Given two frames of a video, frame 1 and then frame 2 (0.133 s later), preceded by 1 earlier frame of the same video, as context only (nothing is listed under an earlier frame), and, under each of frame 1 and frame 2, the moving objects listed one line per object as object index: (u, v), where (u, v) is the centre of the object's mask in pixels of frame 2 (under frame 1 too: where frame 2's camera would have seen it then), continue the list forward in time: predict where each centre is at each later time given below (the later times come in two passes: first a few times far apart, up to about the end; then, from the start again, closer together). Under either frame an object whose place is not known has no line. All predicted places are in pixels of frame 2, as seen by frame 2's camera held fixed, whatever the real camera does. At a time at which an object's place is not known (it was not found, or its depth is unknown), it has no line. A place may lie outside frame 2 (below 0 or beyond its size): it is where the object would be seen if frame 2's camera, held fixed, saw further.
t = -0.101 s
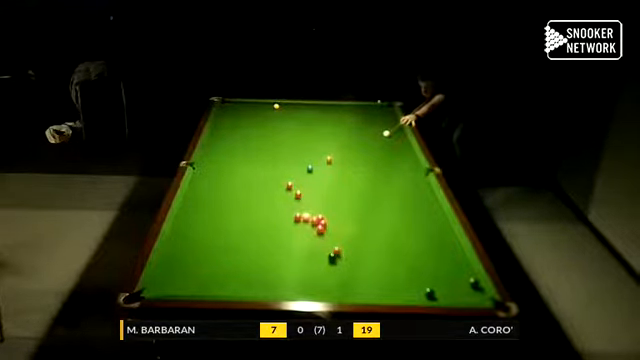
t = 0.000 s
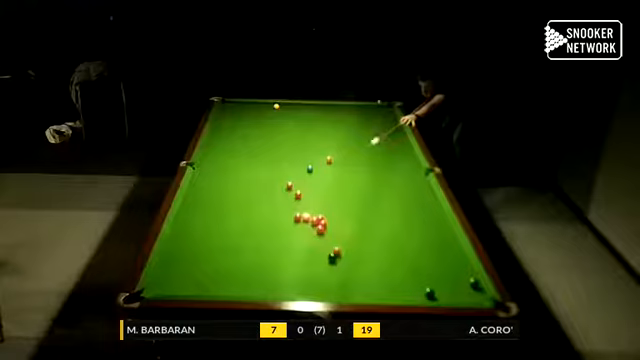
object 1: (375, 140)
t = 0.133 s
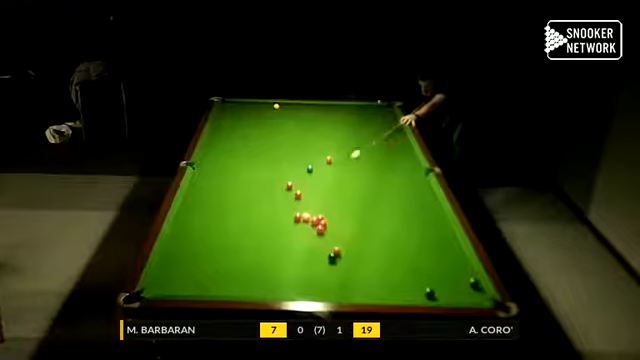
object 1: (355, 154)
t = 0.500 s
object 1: (303, 190)
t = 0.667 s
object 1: (298, 194)
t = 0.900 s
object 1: (288, 200)
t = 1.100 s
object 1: (279, 206)
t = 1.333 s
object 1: (270, 213)
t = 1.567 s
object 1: (260, 221)
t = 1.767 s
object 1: (251, 227)
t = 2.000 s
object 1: (241, 234)
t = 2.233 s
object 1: (232, 241)
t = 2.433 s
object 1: (224, 247)
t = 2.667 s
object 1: (215, 253)
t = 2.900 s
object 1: (205, 260)
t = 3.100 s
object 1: (198, 265)
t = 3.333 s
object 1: (189, 271)
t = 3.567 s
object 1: (181, 277)
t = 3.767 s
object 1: (175, 282)
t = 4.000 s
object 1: (169, 287)
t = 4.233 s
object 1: (162, 290)
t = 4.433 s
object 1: (158, 290)
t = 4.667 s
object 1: (155, 289)
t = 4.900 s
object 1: (153, 288)
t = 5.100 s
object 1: (151, 287)
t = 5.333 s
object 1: (152, 287)
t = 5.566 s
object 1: (152, 287)
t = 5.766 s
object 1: (152, 287)
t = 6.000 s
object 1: (152, 287)
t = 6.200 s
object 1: (152, 287)
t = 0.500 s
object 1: (303, 190)
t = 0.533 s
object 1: (302, 191)
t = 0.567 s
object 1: (301, 192)
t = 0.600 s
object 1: (300, 192)
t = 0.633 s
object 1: (299, 192)
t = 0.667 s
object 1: (298, 194)
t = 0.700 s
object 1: (297, 194)
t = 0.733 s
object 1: (296, 196)
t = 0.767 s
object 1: (294, 197)
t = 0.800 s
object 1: (292, 198)
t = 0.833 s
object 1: (291, 198)
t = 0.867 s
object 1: (290, 199)
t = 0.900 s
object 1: (288, 200)
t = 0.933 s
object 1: (287, 201)
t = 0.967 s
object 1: (285, 203)
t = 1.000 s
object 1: (284, 203)
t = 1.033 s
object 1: (282, 204)
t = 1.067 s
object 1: (281, 206)
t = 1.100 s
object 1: (279, 206)
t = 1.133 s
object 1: (278, 207)
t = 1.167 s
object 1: (277, 209)
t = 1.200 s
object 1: (275, 210)
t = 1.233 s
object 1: (274, 211)
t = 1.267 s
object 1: (273, 212)
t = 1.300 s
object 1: (271, 212)
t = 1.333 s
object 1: (270, 213)
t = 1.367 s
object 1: (268, 215)
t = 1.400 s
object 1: (267, 216)
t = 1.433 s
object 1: (266, 216)
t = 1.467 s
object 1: (264, 218)
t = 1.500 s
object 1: (263, 219)
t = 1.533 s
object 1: (261, 220)
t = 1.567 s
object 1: (260, 221)
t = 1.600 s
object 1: (258, 222)
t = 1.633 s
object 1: (257, 223)
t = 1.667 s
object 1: (255, 224)
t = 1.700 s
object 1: (254, 225)
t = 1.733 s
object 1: (252, 226)
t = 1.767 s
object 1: (251, 227)
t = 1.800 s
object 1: (250, 228)
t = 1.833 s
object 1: (248, 229)
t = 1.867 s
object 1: (247, 230)
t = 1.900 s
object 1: (246, 231)
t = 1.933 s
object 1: (245, 232)
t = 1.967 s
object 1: (243, 233)
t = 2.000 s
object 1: (241, 234)
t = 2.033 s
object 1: (240, 235)
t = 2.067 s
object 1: (239, 236)
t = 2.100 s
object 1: (237, 237)
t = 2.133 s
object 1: (236, 238)
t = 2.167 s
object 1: (234, 239)
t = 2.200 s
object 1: (233, 240)
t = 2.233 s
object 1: (232, 241)
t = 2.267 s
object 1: (231, 242)
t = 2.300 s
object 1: (229, 242)
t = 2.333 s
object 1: (228, 244)
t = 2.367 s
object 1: (227, 245)
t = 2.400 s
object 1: (225, 246)
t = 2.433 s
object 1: (224, 247)
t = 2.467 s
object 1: (223, 247)
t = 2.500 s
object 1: (221, 248)
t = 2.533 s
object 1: (220, 250)
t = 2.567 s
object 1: (219, 250)
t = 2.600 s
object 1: (217, 251)
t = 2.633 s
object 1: (216, 253)
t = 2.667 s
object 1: (215, 253)
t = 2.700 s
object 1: (213, 254)
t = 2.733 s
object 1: (212, 255)
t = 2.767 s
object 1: (211, 256)
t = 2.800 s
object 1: (209, 257)
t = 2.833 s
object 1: (208, 258)
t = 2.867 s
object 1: (207, 259)
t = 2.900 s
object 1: (205, 260)
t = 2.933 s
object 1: (205, 261)
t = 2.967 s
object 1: (203, 262)
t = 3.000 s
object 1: (202, 263)
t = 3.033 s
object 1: (200, 263)
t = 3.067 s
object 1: (199, 264)
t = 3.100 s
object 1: (198, 265)
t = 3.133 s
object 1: (197, 266)
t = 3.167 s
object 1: (196, 267)
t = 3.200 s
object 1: (194, 268)
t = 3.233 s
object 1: (193, 269)
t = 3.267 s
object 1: (192, 269)
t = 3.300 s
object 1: (191, 270)
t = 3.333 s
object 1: (189, 271)
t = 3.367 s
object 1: (189, 272)
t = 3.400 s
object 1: (187, 272)
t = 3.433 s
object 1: (186, 273)
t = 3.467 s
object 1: (185, 274)
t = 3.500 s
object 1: (184, 275)
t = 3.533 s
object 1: (182, 276)
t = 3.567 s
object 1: (181, 277)
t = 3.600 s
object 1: (180, 278)
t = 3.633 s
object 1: (179, 279)
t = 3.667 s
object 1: (178, 280)
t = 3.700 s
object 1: (177, 280)
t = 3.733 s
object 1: (176, 281)
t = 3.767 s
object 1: (175, 282)
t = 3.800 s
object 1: (174, 282)
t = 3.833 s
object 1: (173, 283)
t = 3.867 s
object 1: (172, 283)
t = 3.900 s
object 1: (171, 284)
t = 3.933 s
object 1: (170, 285)
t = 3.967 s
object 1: (169, 286)
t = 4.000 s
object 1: (169, 287)
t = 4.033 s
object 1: (168, 287)
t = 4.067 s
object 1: (167, 287)
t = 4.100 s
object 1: (165, 288)
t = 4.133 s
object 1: (165, 289)
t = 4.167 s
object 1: (164, 289)
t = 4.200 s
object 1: (163, 290)
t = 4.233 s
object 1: (162, 290)
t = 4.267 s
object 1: (161, 291)
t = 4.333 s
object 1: (160, 291)
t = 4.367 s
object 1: (159, 290)
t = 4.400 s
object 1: (159, 290)
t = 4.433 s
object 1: (158, 290)
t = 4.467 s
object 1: (158, 290)
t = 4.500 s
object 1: (157, 290)
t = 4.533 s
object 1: (157, 290)
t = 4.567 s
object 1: (157, 289)
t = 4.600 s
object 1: (156, 289)
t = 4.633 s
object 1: (156, 289)
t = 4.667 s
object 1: (155, 289)
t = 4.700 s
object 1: (155, 289)
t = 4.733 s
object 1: (155, 289)
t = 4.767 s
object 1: (154, 288)
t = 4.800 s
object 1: (154, 288)
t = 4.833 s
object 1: (154, 288)
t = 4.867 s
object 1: (153, 288)
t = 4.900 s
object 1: (153, 288)
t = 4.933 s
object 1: (153, 287)
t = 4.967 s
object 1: (153, 287)
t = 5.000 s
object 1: (152, 287)
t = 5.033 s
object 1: (151, 287)
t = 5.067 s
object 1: (151, 287)
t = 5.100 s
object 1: (151, 287)
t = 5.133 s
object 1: (151, 287)
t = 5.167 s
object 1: (151, 287)
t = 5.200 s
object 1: (151, 287)
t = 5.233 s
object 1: (151, 287)
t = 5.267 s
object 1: (151, 287)
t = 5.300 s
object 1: (151, 287)
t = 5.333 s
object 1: (152, 287)
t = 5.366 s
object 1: (152, 287)
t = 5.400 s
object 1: (152, 287)
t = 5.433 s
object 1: (152, 287)
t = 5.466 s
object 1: (152, 287)
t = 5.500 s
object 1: (152, 287)
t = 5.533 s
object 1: (152, 287)
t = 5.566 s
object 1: (152, 287)
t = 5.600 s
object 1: (152, 287)
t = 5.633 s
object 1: (152, 287)
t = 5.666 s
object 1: (152, 287)
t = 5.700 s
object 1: (152, 287)
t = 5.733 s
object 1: (152, 287)
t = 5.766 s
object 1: (152, 287)
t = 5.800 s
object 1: (152, 287)
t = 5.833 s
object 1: (152, 287)
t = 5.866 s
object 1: (152, 287)
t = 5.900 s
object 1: (152, 287)
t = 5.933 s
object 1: (152, 287)
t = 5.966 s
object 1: (152, 287)
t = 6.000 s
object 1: (152, 287)
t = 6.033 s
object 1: (152, 287)
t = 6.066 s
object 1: (152, 287)
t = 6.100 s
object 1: (152, 287)
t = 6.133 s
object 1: (152, 287)
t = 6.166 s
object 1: (152, 287)
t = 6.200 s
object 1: (152, 287)
